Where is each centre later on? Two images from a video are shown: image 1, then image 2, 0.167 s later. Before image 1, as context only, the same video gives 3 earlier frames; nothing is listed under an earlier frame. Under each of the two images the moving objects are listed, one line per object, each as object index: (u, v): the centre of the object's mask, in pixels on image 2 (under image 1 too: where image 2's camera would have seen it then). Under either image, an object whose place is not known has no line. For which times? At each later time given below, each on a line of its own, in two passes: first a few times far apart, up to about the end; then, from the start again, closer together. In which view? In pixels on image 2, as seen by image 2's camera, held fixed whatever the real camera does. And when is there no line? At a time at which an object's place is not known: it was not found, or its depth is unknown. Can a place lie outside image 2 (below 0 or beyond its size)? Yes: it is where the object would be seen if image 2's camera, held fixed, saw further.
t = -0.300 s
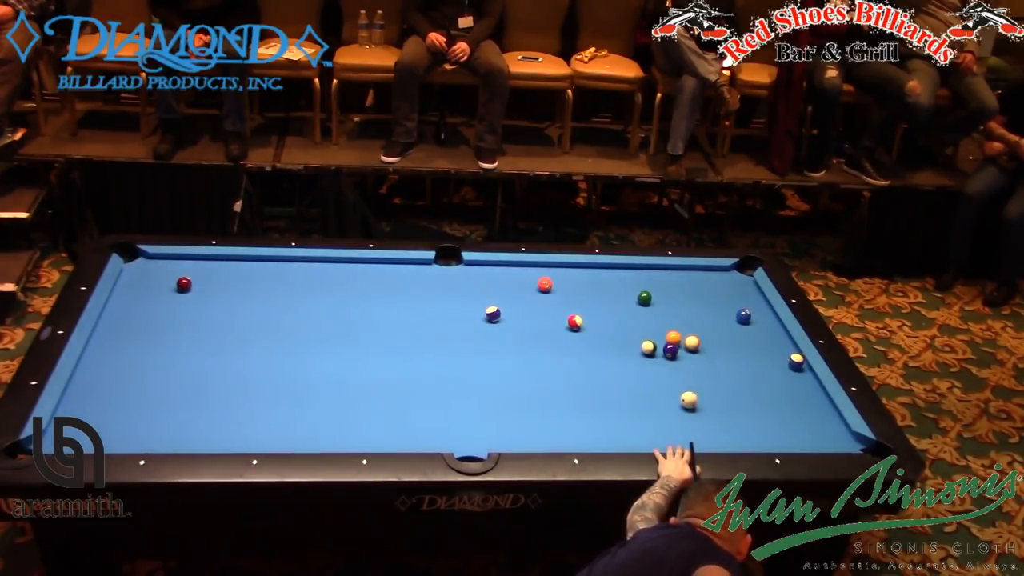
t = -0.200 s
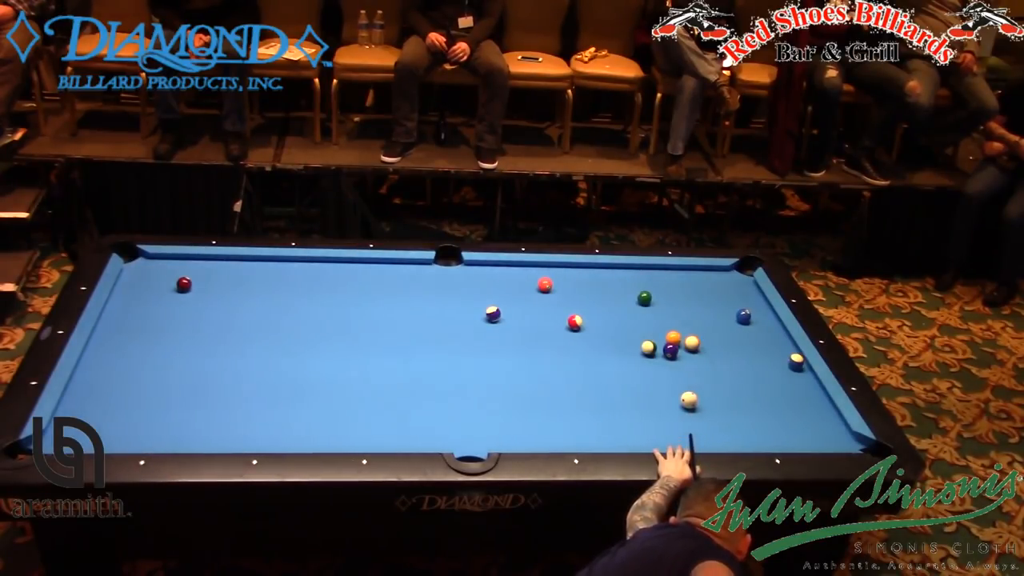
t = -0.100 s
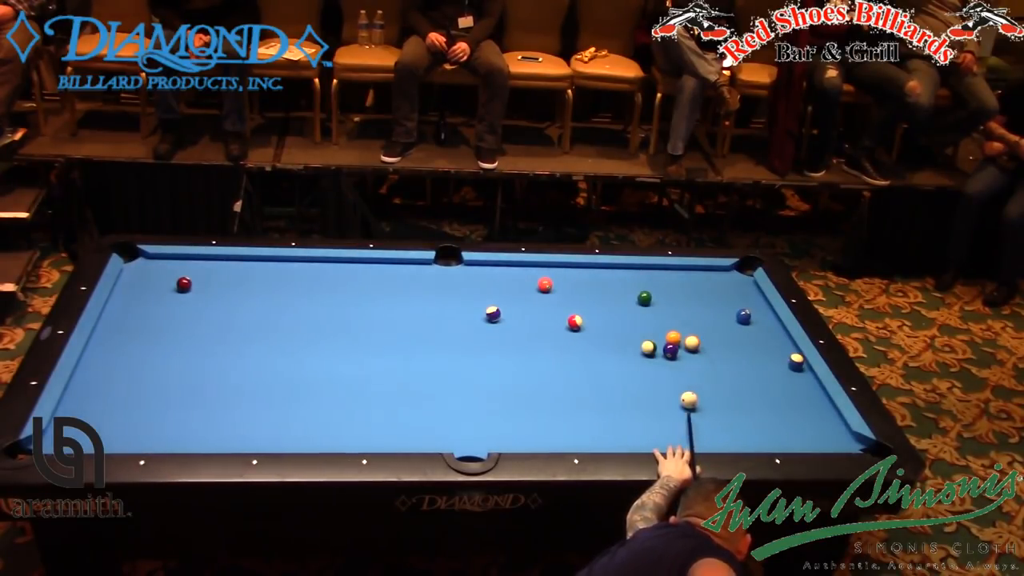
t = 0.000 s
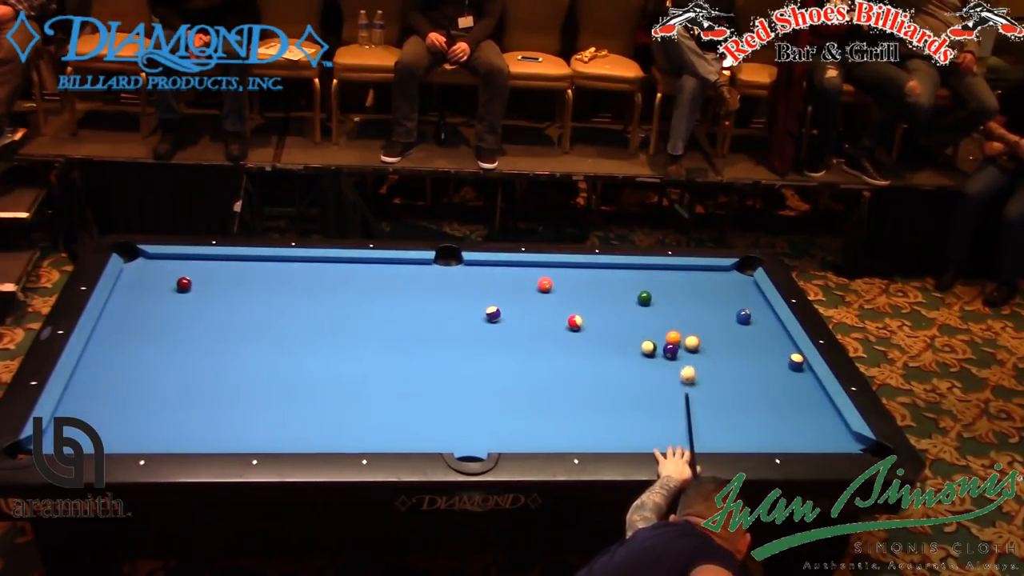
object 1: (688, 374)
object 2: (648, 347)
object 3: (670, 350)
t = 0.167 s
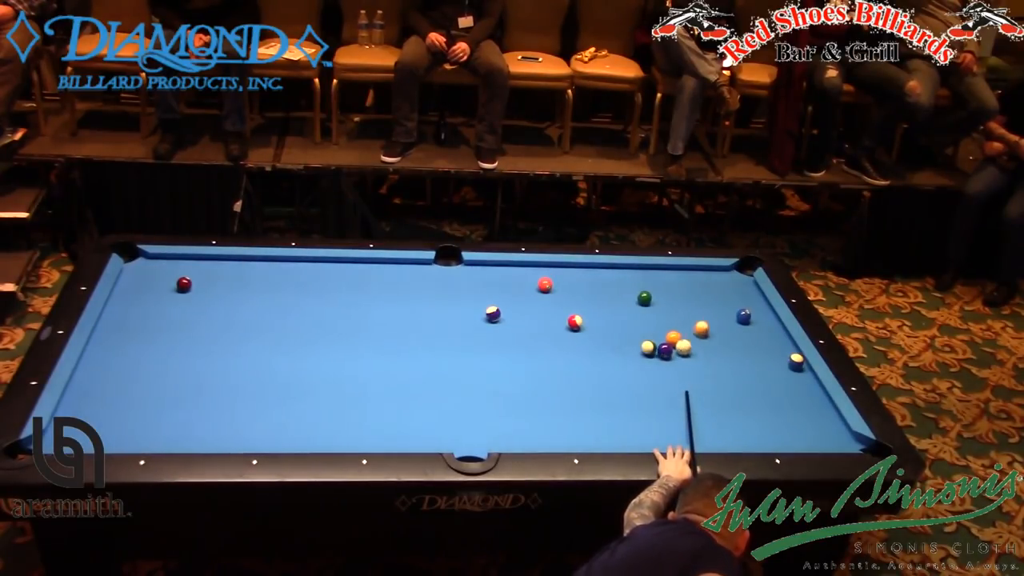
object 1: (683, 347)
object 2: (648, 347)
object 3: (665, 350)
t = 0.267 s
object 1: (682, 346)
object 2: (643, 347)
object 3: (663, 351)
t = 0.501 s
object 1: (679, 347)
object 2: (634, 346)
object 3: (660, 352)
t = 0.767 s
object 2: (624, 345)
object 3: (657, 354)
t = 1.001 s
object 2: (617, 344)
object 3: (655, 354)
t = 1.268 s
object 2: (610, 342)
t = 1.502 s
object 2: (601, 341)
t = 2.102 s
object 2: (593, 340)
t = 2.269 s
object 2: (595, 341)
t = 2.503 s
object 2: (595, 341)
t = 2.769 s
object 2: (595, 341)
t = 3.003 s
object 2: (595, 340)
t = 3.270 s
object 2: (595, 340)
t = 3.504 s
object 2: (595, 341)
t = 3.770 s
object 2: (595, 341)
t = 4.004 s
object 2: (595, 341)
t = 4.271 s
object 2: (595, 341)
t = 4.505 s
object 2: (595, 341)
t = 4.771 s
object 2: (595, 341)
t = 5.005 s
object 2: (595, 340)
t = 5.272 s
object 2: (595, 340)
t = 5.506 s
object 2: (595, 340)
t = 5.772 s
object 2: (595, 341)
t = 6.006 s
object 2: (595, 341)
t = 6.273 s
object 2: (595, 341)
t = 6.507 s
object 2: (595, 341)
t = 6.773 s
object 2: (595, 341)
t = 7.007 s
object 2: (595, 341)
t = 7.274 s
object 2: (595, 341)
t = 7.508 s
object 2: (595, 341)
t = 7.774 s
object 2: (595, 341)
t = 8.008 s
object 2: (595, 341)
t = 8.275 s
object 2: (595, 341)
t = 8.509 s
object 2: (595, 341)
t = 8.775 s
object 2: (595, 341)
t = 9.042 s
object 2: (595, 341)
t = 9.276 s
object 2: (595, 341)
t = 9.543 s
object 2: (595, 341)
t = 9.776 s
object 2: (595, 341)
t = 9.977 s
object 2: (595, 341)
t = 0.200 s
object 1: (683, 347)
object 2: (647, 347)
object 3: (664, 351)
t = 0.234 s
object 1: (682, 347)
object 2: (645, 347)
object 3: (664, 351)
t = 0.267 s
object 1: (682, 346)
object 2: (643, 347)
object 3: (663, 351)
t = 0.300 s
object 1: (681, 347)
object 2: (642, 347)
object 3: (663, 351)
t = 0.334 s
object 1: (681, 347)
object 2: (640, 347)
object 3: (662, 351)
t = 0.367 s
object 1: (680, 346)
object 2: (639, 347)
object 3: (662, 352)
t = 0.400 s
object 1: (680, 346)
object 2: (638, 346)
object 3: (661, 352)
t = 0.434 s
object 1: (680, 347)
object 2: (637, 346)
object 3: (661, 352)
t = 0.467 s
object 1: (680, 347)
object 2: (635, 346)
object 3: (660, 352)
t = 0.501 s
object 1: (679, 347)
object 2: (634, 346)
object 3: (660, 352)
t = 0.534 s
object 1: (679, 347)
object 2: (633, 346)
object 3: (659, 353)
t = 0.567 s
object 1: (679, 347)
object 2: (631, 345)
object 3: (659, 353)
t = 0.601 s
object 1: (678, 347)
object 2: (630, 345)
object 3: (659, 353)
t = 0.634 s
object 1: (678, 347)
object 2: (629, 345)
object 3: (658, 353)
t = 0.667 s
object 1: (678, 347)
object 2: (627, 345)
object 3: (658, 353)
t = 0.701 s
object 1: (678, 347)
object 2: (626, 345)
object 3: (658, 353)
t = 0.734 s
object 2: (625, 345)
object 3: (657, 354)
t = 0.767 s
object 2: (624, 345)
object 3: (657, 354)
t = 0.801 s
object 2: (623, 344)
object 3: (657, 354)
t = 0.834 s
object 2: (622, 344)
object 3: (656, 354)
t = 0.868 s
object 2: (621, 345)
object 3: (656, 354)
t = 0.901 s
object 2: (619, 344)
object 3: (656, 354)
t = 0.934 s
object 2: (619, 344)
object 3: (656, 354)
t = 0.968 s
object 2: (617, 344)
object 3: (655, 354)
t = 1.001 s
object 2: (617, 344)
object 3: (655, 354)
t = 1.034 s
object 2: (616, 344)
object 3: (655, 354)
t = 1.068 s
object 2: (615, 344)
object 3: (655, 354)
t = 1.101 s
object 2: (614, 344)
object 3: (655, 354)
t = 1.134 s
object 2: (613, 344)
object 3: (654, 355)
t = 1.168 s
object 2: (612, 344)
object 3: (654, 354)
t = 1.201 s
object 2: (611, 343)
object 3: (653, 352)
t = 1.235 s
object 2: (610, 343)
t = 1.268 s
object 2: (610, 342)
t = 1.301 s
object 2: (609, 343)
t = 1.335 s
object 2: (608, 342)
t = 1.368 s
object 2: (607, 342)
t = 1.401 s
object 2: (606, 342)
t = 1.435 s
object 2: (605, 342)
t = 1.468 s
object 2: (603, 341)
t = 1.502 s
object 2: (601, 341)
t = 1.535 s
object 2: (599, 339)
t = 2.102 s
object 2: (593, 340)
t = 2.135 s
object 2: (595, 340)
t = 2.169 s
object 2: (595, 341)
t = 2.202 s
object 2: (595, 341)
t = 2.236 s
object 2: (595, 341)
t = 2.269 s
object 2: (595, 341)
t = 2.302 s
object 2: (595, 341)
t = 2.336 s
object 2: (595, 341)
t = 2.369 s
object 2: (595, 341)
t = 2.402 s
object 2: (595, 341)
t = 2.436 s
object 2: (595, 341)
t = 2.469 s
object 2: (595, 341)
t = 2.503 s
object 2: (595, 341)
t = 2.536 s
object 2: (595, 341)
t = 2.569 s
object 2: (595, 340)
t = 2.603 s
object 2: (595, 341)
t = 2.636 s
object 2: (595, 341)
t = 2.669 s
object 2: (595, 341)
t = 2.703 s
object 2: (595, 341)
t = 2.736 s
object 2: (595, 341)
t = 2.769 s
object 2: (595, 341)
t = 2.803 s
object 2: (595, 341)
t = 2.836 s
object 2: (595, 341)
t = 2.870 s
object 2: (595, 340)
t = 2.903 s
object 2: (595, 341)
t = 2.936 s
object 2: (595, 341)
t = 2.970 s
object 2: (595, 340)
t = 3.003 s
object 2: (595, 340)
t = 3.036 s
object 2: (595, 340)
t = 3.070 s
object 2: (595, 341)
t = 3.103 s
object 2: (595, 340)
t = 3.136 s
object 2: (595, 340)
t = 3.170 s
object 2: (595, 341)
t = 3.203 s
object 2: (595, 341)
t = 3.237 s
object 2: (595, 341)
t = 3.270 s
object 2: (595, 340)
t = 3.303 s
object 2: (595, 340)
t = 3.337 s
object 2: (595, 341)
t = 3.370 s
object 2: (595, 340)
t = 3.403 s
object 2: (595, 340)
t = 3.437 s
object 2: (595, 341)
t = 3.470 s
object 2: (595, 341)
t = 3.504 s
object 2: (595, 341)
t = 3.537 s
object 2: (595, 341)
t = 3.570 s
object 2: (595, 341)
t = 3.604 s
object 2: (595, 341)
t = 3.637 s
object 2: (595, 341)
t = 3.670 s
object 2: (595, 341)
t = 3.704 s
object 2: (595, 341)
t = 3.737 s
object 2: (595, 341)
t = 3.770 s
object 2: (595, 341)
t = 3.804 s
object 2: (595, 341)
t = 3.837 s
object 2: (595, 341)
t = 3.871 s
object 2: (595, 341)
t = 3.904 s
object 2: (595, 341)
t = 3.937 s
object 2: (595, 341)
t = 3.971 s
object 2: (595, 341)
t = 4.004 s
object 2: (595, 341)
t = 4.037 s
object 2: (595, 341)
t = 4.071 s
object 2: (595, 341)
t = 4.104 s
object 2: (595, 341)
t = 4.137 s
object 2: (595, 341)
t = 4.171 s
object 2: (595, 341)
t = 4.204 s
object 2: (595, 341)
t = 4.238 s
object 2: (595, 341)
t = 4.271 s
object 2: (595, 341)
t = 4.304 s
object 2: (595, 341)
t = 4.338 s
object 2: (595, 341)
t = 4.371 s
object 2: (595, 341)
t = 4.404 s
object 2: (595, 341)
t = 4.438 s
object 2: (595, 341)
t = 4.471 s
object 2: (595, 341)
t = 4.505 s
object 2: (595, 341)
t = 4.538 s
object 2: (595, 341)
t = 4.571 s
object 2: (595, 341)
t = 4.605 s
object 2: (595, 341)
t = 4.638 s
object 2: (595, 341)
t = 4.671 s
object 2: (595, 341)
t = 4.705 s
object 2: (595, 341)
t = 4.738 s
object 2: (595, 341)
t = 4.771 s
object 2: (595, 341)
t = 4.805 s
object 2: (595, 341)
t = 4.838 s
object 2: (595, 340)
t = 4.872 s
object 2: (595, 340)
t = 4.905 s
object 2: (595, 340)
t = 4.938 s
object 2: (595, 340)
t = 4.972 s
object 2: (595, 340)
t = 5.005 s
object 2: (595, 340)
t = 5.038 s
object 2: (595, 340)
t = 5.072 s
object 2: (595, 340)
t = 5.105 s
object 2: (595, 341)
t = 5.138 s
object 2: (595, 340)
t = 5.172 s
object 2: (595, 340)
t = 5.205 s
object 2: (595, 340)
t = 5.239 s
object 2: (595, 340)
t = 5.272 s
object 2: (595, 340)
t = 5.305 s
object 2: (595, 340)
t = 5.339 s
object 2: (595, 340)
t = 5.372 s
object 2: (595, 340)
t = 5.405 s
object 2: (595, 340)
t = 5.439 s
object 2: (595, 340)
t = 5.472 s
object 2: (595, 340)
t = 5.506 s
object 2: (595, 340)
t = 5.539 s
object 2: (595, 340)
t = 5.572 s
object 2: (595, 340)
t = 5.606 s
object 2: (595, 340)
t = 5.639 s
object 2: (595, 340)
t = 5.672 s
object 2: (595, 340)
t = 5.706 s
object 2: (595, 340)
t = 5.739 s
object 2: (595, 341)
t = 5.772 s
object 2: (595, 341)
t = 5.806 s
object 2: (595, 340)
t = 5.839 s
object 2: (595, 340)
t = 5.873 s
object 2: (595, 340)
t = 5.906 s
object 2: (595, 341)
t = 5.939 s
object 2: (595, 341)
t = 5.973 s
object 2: (595, 341)
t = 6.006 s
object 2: (595, 341)
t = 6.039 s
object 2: (595, 341)
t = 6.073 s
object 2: (595, 341)
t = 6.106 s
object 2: (595, 341)
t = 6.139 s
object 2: (595, 341)
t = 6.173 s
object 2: (595, 341)
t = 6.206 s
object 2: (595, 341)
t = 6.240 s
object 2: (595, 341)
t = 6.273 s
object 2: (595, 341)
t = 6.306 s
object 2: (595, 340)
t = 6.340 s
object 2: (595, 340)
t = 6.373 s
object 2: (595, 341)
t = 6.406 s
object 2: (595, 341)
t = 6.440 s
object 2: (595, 341)
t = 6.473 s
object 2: (595, 341)
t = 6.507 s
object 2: (595, 341)
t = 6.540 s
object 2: (595, 341)
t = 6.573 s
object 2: (595, 341)
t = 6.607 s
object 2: (595, 341)
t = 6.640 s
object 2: (595, 341)
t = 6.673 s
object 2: (595, 341)
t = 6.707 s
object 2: (595, 341)
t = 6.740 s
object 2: (595, 341)
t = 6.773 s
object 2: (595, 341)
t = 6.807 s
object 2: (595, 341)
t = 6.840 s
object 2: (595, 341)
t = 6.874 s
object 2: (595, 341)
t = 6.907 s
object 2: (595, 341)
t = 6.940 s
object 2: (595, 341)
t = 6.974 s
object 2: (595, 341)
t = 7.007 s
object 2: (595, 341)
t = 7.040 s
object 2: (595, 341)
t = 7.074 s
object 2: (595, 341)
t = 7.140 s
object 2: (595, 341)
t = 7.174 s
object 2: (595, 341)
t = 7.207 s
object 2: (595, 341)
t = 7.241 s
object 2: (595, 341)
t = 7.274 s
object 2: (595, 341)
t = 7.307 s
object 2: (595, 341)
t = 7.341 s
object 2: (595, 341)
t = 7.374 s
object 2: (595, 341)
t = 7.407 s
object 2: (595, 341)
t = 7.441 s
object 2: (595, 341)
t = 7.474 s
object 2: (595, 341)
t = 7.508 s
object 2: (595, 341)
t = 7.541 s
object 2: (595, 341)
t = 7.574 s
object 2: (595, 341)
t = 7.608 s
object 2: (595, 341)
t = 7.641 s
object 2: (595, 341)
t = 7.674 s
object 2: (595, 341)
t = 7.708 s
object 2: (595, 341)
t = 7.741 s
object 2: (595, 341)
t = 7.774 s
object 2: (595, 341)
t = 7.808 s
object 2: (595, 341)
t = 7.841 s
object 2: (595, 341)
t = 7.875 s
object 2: (595, 341)
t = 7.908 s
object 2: (595, 341)
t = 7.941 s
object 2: (595, 341)
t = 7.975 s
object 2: (595, 341)
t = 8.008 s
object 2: (595, 341)
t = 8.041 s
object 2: (595, 341)
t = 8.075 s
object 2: (595, 340)
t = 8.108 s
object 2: (595, 341)
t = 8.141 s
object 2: (595, 341)
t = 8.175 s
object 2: (595, 341)
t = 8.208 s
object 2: (595, 341)
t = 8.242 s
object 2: (595, 341)
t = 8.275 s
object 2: (595, 341)
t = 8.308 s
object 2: (595, 341)
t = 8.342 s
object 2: (595, 341)
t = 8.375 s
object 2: (595, 341)
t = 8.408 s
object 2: (595, 341)
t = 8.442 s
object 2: (595, 341)
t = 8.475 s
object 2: (595, 341)
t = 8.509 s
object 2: (595, 341)
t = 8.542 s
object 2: (595, 341)
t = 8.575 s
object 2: (595, 341)
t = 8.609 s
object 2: (595, 341)
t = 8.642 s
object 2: (595, 341)
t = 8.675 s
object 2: (595, 341)
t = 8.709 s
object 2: (595, 341)
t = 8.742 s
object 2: (595, 341)
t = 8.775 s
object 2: (595, 341)
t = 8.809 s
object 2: (595, 341)
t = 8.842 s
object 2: (595, 341)
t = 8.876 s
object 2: (595, 341)
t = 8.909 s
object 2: (595, 341)
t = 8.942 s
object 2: (595, 341)
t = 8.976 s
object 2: (595, 341)
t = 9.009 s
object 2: (595, 341)
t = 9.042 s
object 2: (595, 341)
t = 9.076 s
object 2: (595, 341)
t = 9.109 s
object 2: (595, 341)
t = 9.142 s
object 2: (595, 341)
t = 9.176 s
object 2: (595, 341)
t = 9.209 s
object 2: (595, 341)
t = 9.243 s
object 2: (595, 341)
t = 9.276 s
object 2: (595, 341)
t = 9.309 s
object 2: (595, 341)
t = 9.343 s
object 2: (595, 341)
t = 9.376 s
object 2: (595, 341)
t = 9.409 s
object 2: (595, 341)
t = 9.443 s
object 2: (595, 341)
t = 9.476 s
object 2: (595, 341)
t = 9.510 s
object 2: (595, 341)
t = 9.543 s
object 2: (595, 341)
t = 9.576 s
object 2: (595, 341)
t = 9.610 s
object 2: (595, 341)
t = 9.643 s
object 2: (595, 341)
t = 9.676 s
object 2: (595, 341)
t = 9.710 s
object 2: (595, 341)
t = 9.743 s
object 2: (595, 341)
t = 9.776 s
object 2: (595, 341)
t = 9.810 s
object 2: (595, 341)
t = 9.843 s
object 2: (595, 341)
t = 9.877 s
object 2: (595, 341)
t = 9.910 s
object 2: (595, 341)
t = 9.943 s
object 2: (595, 341)
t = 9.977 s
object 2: (595, 341)
